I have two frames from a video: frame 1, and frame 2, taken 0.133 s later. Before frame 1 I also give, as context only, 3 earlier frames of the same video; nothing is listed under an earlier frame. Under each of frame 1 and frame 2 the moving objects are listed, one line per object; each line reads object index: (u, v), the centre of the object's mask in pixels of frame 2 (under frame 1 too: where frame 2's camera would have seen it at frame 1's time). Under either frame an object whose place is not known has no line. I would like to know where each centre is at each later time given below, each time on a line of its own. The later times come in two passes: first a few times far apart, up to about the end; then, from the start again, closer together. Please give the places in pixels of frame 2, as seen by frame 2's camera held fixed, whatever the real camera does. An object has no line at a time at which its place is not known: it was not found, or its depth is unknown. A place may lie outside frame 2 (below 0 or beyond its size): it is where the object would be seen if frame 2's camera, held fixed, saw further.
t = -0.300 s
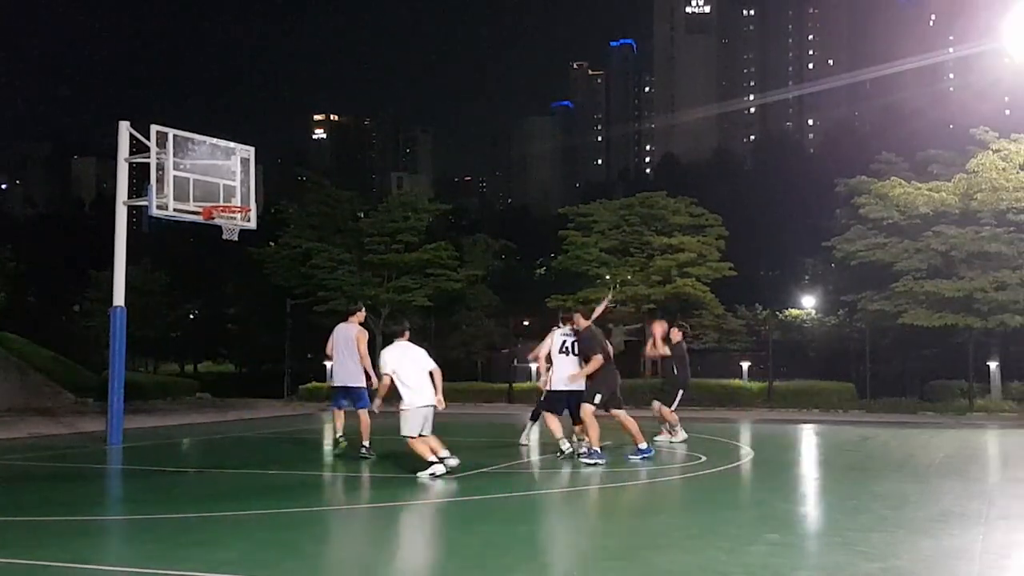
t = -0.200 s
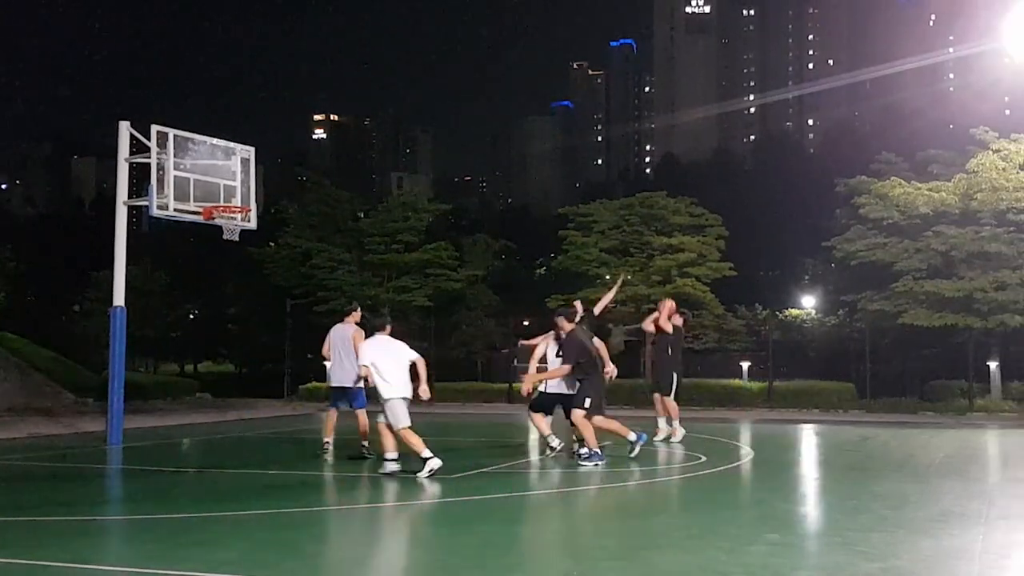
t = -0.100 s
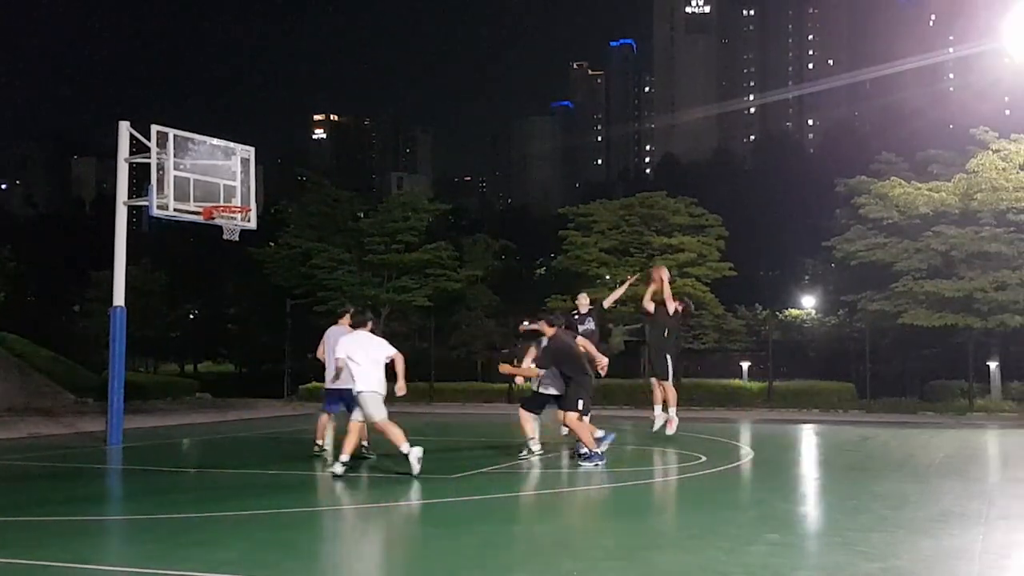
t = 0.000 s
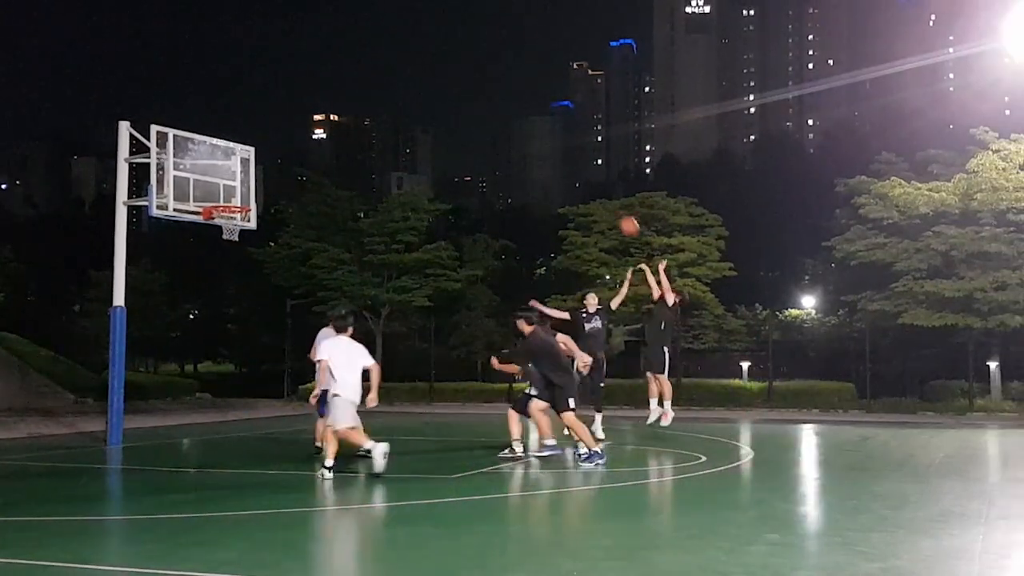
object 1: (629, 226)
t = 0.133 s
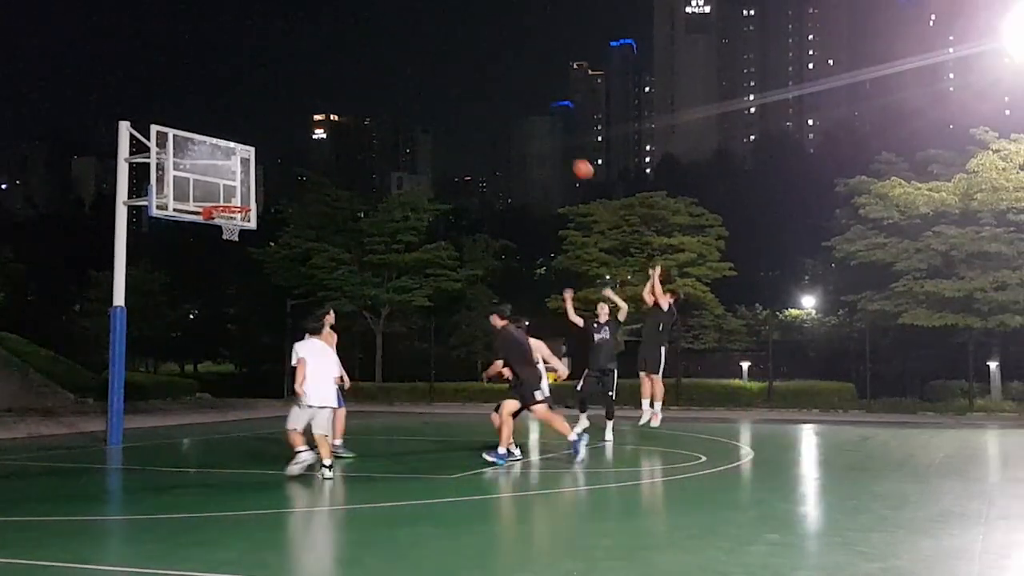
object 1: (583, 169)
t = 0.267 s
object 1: (536, 124)
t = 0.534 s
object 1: (443, 74)
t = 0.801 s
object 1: (349, 77)
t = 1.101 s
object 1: (242, 146)
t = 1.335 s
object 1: (201, 233)
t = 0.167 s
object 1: (571, 156)
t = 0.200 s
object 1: (560, 145)
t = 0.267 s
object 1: (536, 124)
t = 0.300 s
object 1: (524, 115)
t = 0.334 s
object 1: (513, 107)
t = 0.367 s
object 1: (501, 99)
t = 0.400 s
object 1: (490, 93)
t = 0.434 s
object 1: (478, 87)
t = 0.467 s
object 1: (466, 82)
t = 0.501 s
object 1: (455, 78)
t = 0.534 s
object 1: (443, 74)
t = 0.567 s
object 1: (431, 72)
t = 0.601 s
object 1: (420, 70)
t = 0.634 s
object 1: (408, 69)
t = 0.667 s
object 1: (397, 69)
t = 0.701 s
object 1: (385, 70)
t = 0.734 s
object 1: (373, 72)
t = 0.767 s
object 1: (361, 74)
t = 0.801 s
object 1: (349, 77)
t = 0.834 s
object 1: (338, 81)
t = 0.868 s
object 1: (326, 87)
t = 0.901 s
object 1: (314, 93)
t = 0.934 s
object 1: (302, 100)
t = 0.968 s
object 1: (290, 107)
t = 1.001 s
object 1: (278, 116)
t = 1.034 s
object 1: (266, 125)
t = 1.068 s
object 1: (254, 136)
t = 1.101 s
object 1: (242, 146)
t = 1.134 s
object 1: (229, 159)
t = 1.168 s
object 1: (216, 172)
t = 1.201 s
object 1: (203, 189)
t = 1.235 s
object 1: (193, 203)
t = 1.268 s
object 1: (196, 213)
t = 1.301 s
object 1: (198, 223)
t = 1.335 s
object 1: (201, 233)
